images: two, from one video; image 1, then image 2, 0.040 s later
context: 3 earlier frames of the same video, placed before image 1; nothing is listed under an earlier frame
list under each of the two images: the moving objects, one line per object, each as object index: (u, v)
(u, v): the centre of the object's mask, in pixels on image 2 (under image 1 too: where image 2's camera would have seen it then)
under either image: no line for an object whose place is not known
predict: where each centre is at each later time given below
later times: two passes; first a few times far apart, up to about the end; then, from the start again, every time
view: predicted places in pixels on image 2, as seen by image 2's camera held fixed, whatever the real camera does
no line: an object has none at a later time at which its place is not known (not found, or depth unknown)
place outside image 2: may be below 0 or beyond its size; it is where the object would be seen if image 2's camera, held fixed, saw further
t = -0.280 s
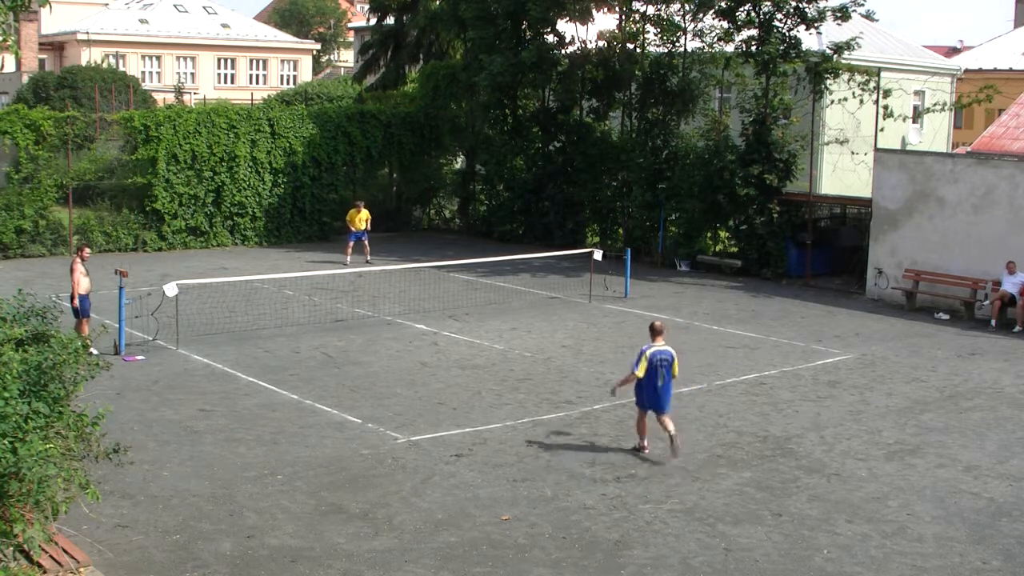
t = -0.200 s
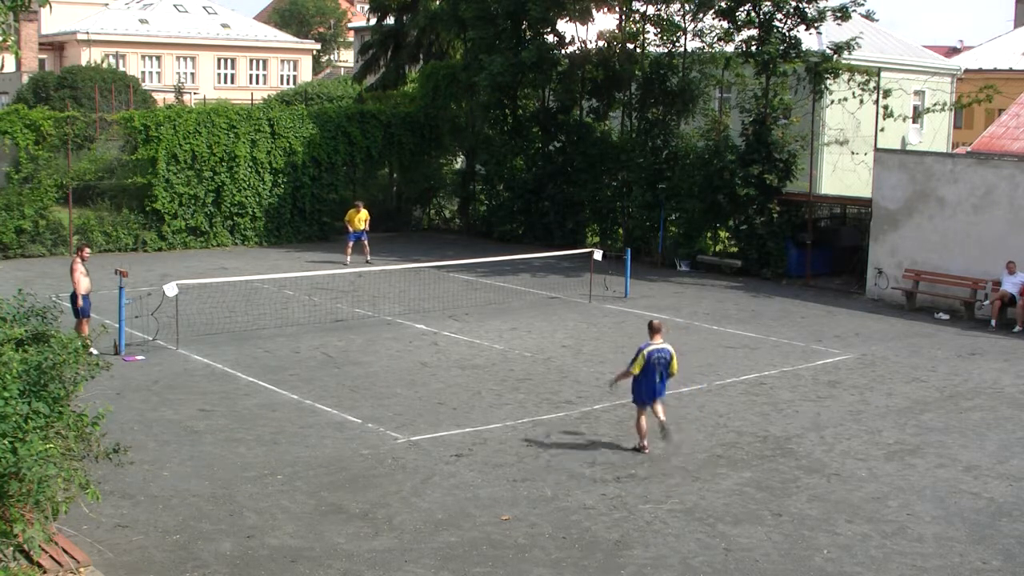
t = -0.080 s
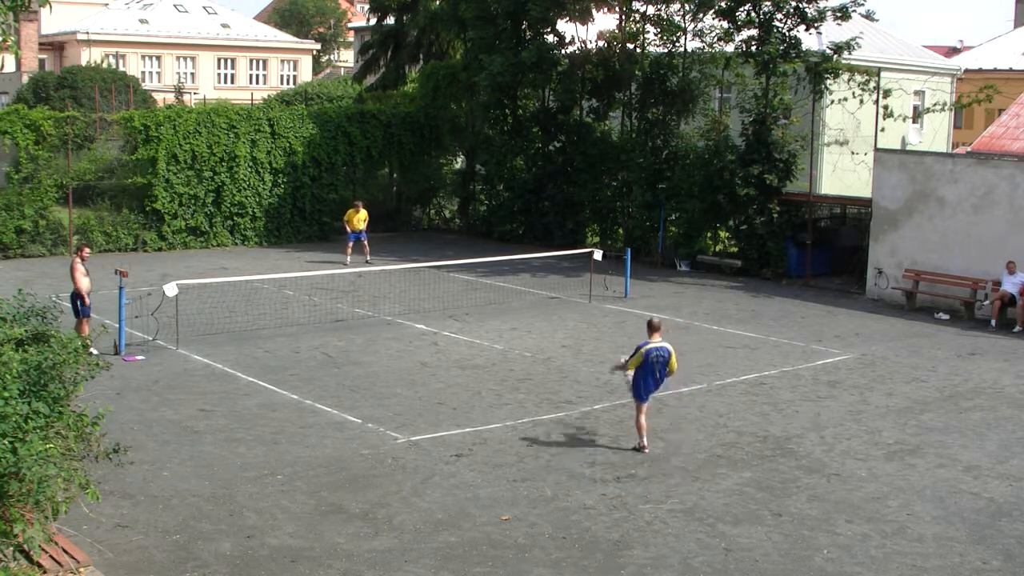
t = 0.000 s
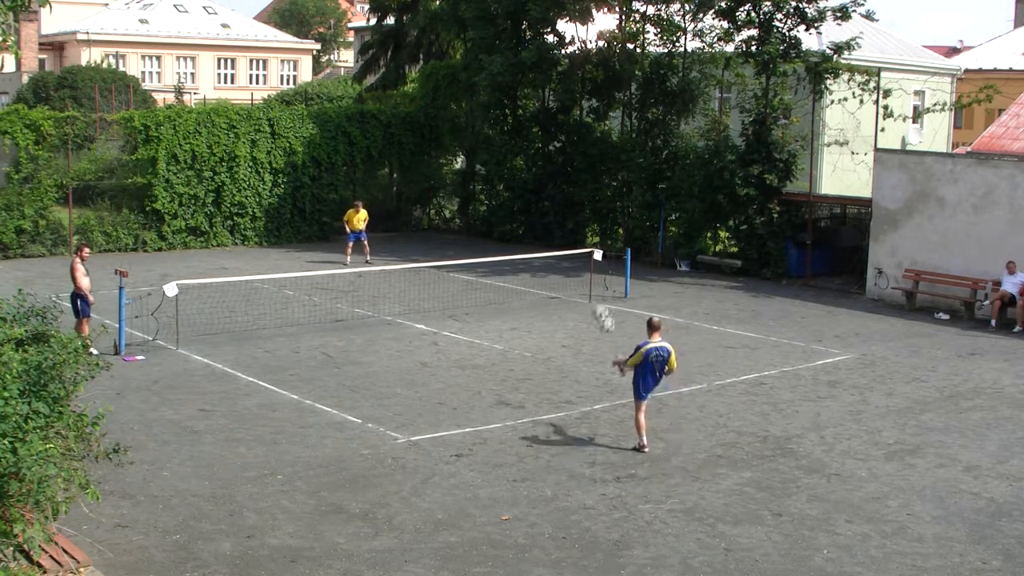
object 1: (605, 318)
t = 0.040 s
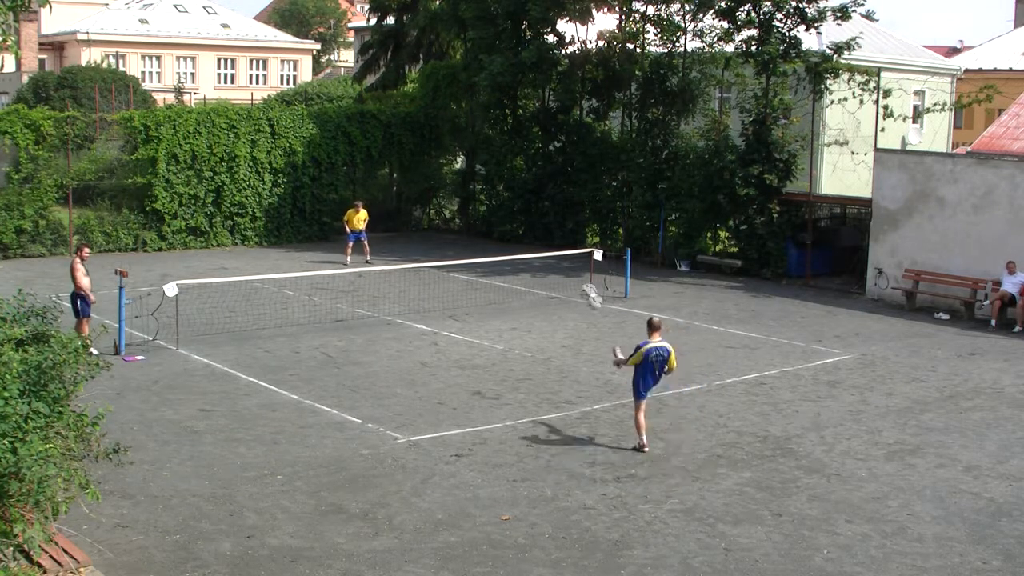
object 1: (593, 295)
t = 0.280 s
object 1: (531, 208)
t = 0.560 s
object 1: (480, 177)
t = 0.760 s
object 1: (452, 187)
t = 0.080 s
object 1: (580, 273)
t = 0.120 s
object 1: (571, 261)
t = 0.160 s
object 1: (558, 242)
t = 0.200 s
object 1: (549, 230)
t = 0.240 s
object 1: (539, 218)
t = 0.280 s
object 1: (531, 208)
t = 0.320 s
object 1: (522, 200)
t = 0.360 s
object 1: (515, 193)
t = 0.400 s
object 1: (507, 188)
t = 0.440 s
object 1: (499, 183)
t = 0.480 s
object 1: (493, 181)
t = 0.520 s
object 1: (486, 178)
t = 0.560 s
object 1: (480, 177)
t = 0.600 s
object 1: (474, 178)
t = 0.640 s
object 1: (468, 180)
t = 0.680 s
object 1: (462, 181)
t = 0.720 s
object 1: (457, 184)
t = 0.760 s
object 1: (452, 187)
